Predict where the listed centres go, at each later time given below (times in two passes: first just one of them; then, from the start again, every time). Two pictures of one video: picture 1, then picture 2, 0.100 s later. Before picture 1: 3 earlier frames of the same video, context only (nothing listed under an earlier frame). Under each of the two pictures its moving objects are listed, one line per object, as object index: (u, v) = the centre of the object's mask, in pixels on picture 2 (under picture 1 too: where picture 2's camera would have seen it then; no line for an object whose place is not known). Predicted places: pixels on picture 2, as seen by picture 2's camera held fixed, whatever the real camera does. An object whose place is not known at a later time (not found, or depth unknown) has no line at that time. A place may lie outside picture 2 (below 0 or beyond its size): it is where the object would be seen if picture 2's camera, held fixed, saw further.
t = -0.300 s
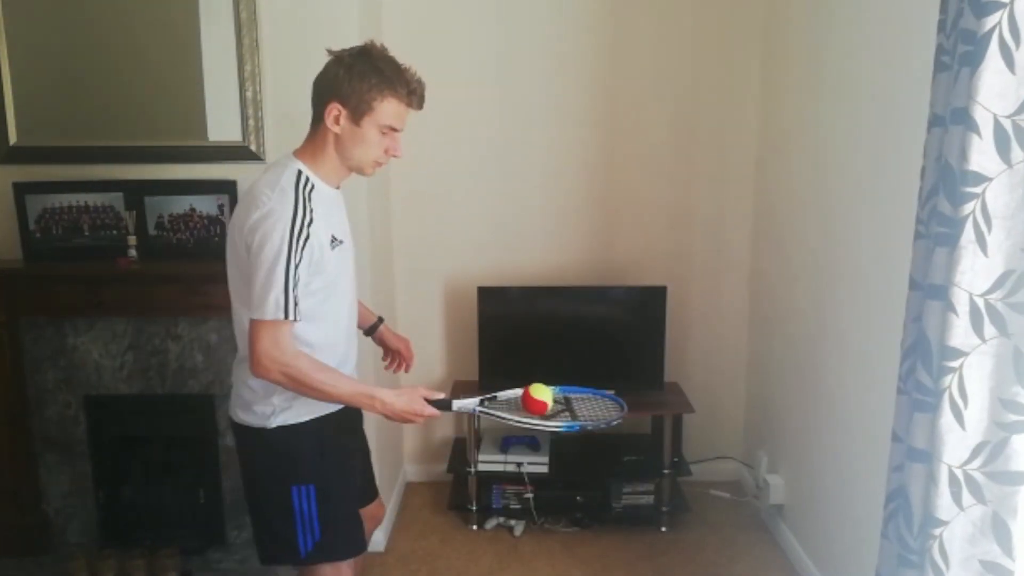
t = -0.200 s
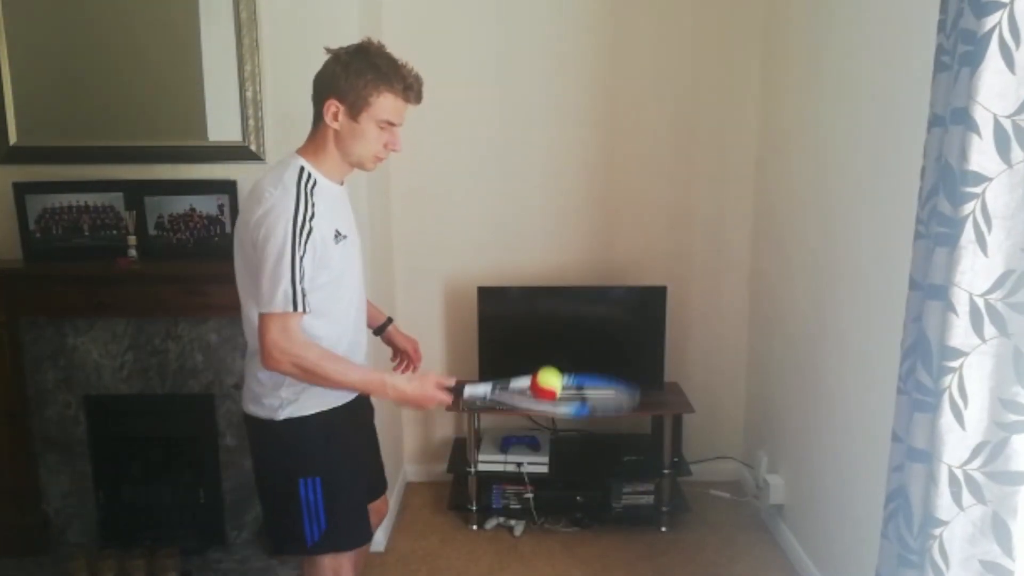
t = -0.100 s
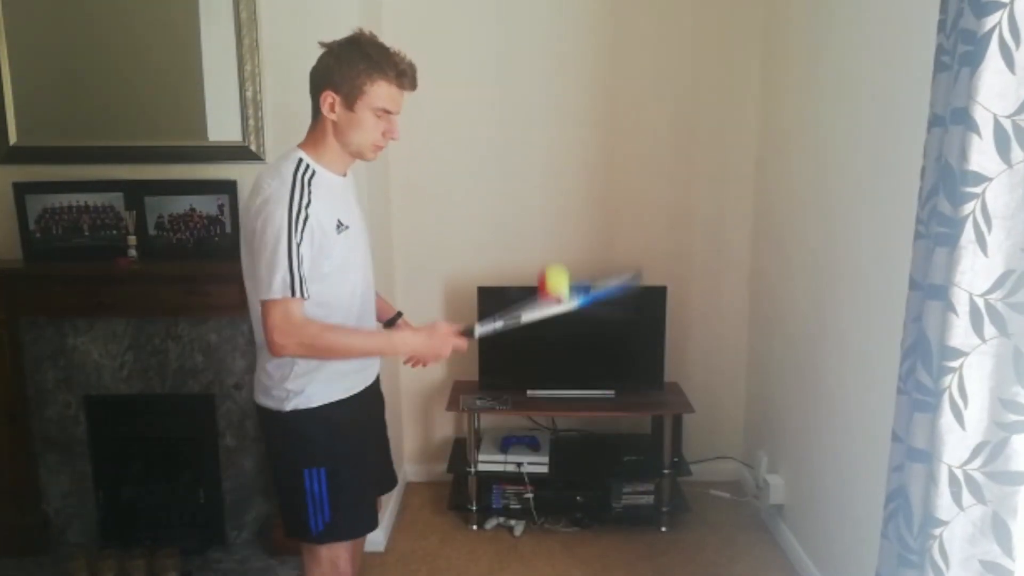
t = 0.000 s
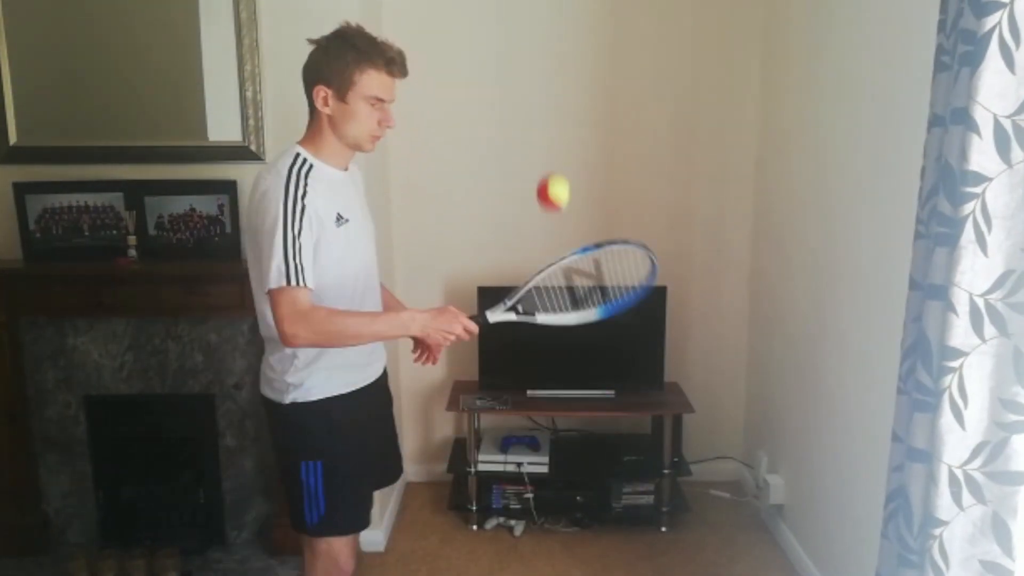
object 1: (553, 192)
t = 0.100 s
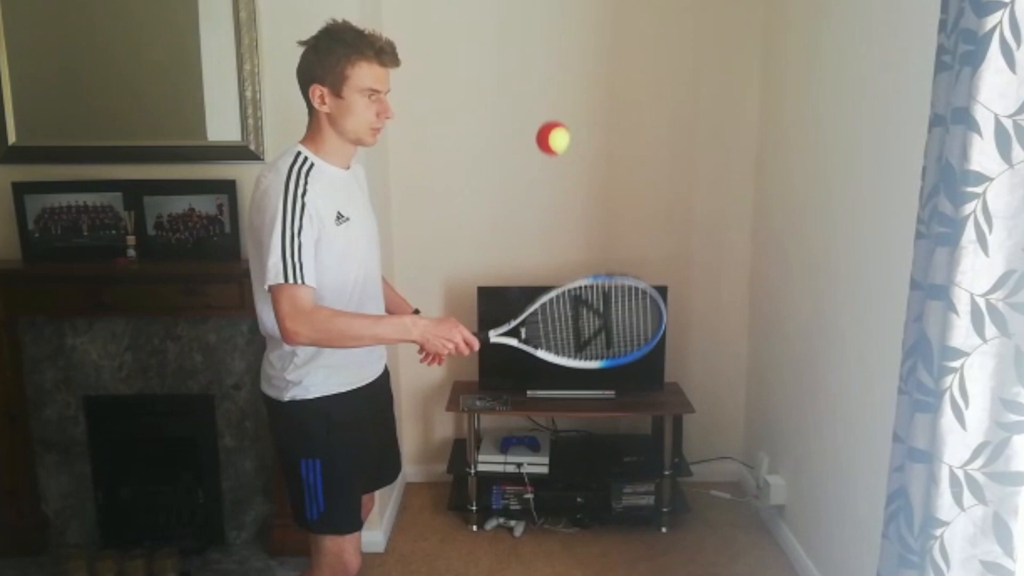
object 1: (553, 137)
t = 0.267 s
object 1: (552, 149)
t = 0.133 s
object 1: (553, 129)
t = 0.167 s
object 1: (552, 127)
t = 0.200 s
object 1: (552, 129)
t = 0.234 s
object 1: (552, 136)
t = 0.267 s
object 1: (552, 149)
